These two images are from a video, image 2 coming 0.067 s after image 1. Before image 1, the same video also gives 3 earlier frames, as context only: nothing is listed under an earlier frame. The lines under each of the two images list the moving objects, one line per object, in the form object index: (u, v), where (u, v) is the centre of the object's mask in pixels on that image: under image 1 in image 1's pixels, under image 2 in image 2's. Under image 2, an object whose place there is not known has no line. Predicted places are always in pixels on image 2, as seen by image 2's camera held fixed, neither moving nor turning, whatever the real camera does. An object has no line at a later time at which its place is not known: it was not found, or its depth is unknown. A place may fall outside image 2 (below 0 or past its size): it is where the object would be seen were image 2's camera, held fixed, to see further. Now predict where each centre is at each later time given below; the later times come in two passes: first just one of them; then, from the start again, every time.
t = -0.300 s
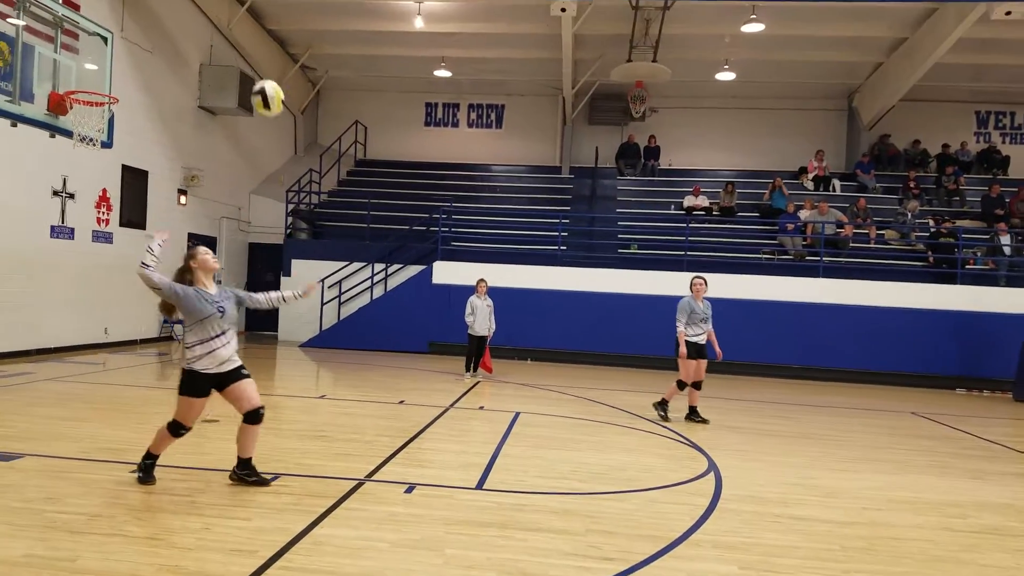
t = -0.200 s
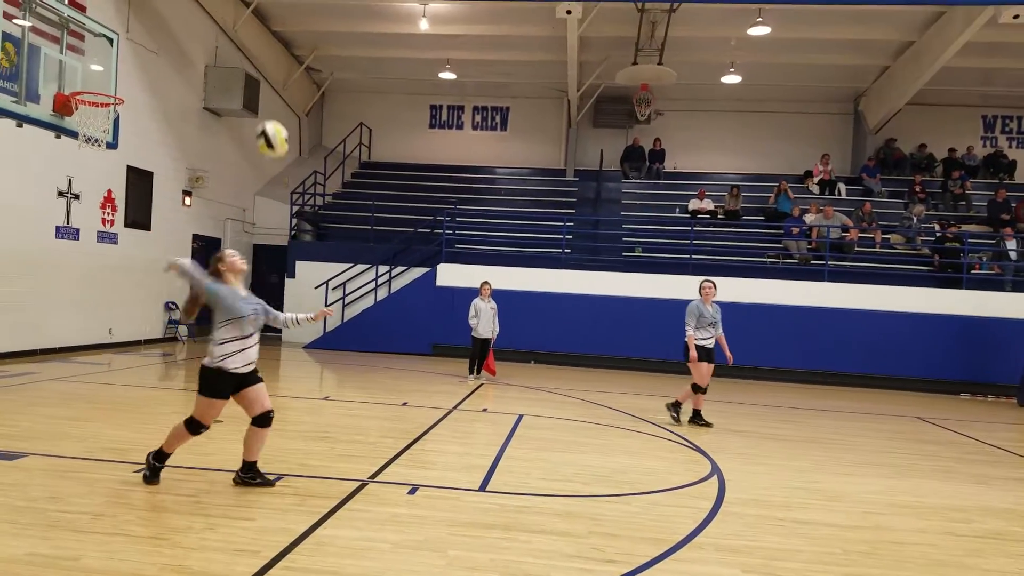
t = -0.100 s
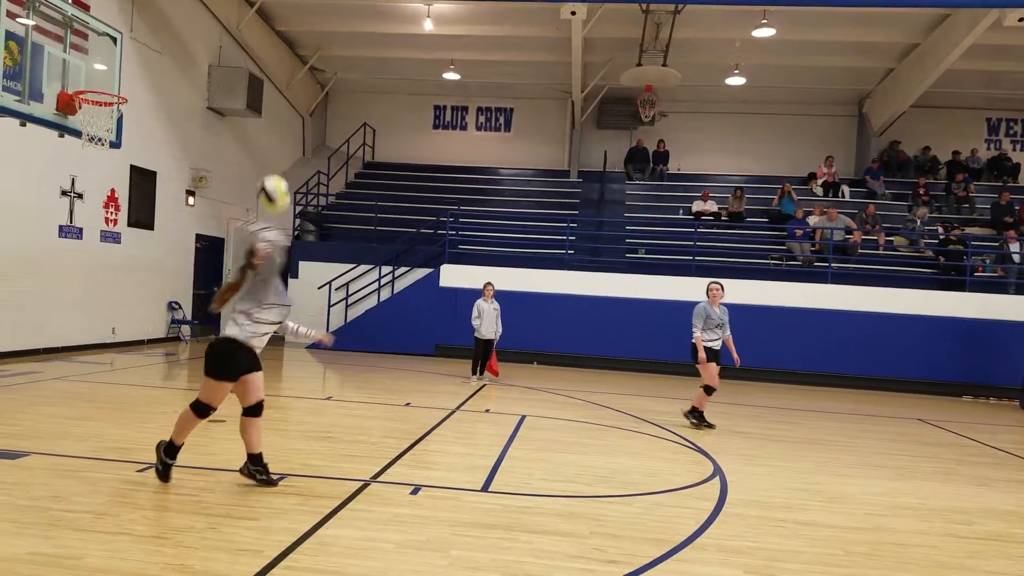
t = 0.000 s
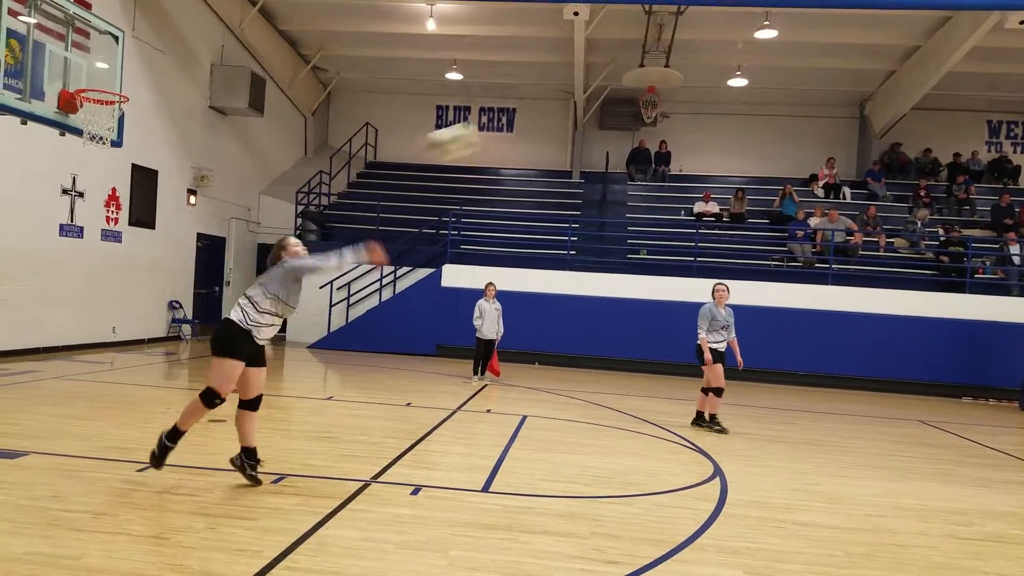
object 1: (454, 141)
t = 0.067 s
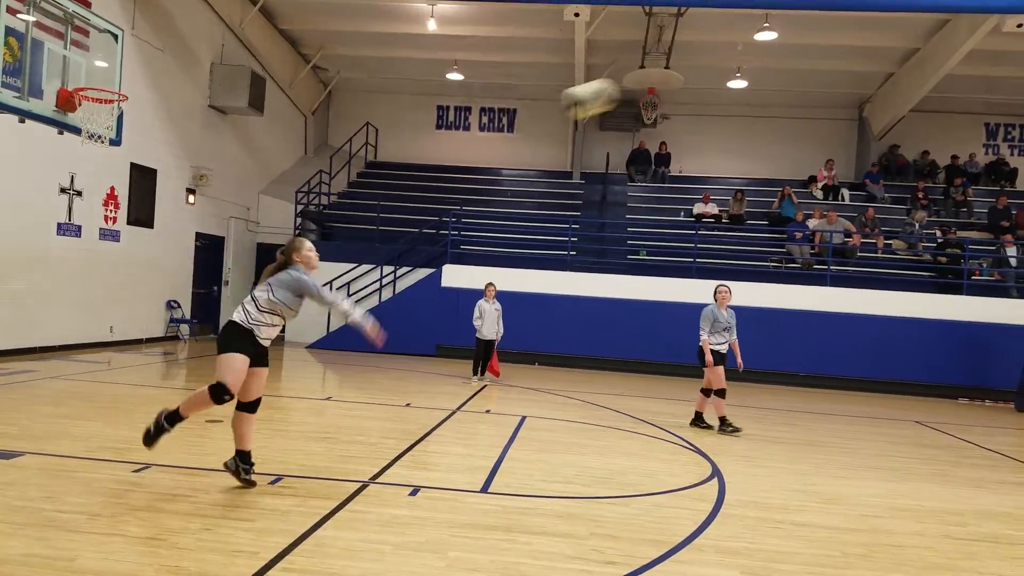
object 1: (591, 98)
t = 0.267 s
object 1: (997, 1)
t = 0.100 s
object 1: (657, 78)
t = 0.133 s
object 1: (728, 59)
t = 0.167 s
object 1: (798, 42)
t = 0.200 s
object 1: (864, 26)
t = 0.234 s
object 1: (931, 13)
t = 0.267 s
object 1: (997, 1)
